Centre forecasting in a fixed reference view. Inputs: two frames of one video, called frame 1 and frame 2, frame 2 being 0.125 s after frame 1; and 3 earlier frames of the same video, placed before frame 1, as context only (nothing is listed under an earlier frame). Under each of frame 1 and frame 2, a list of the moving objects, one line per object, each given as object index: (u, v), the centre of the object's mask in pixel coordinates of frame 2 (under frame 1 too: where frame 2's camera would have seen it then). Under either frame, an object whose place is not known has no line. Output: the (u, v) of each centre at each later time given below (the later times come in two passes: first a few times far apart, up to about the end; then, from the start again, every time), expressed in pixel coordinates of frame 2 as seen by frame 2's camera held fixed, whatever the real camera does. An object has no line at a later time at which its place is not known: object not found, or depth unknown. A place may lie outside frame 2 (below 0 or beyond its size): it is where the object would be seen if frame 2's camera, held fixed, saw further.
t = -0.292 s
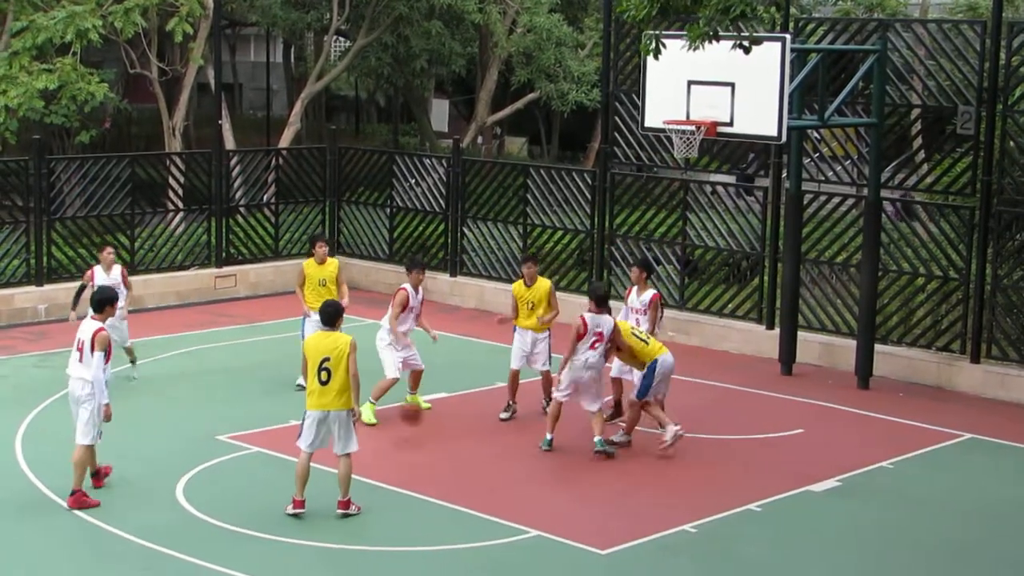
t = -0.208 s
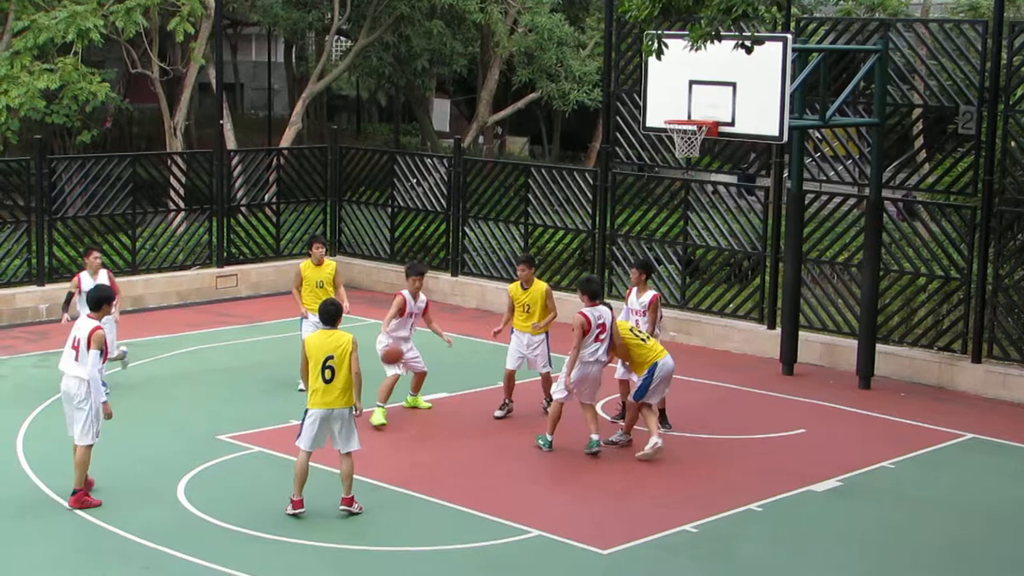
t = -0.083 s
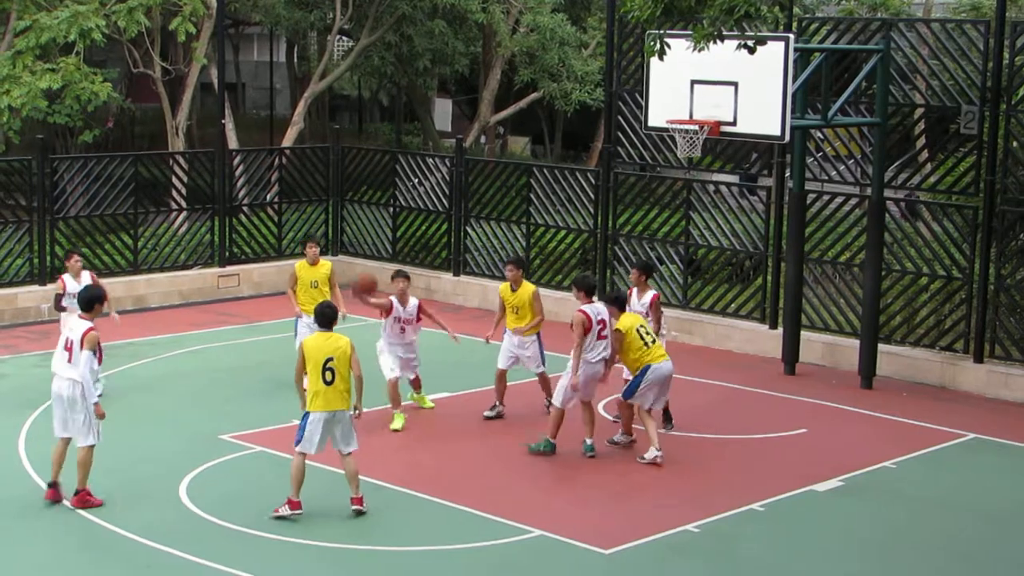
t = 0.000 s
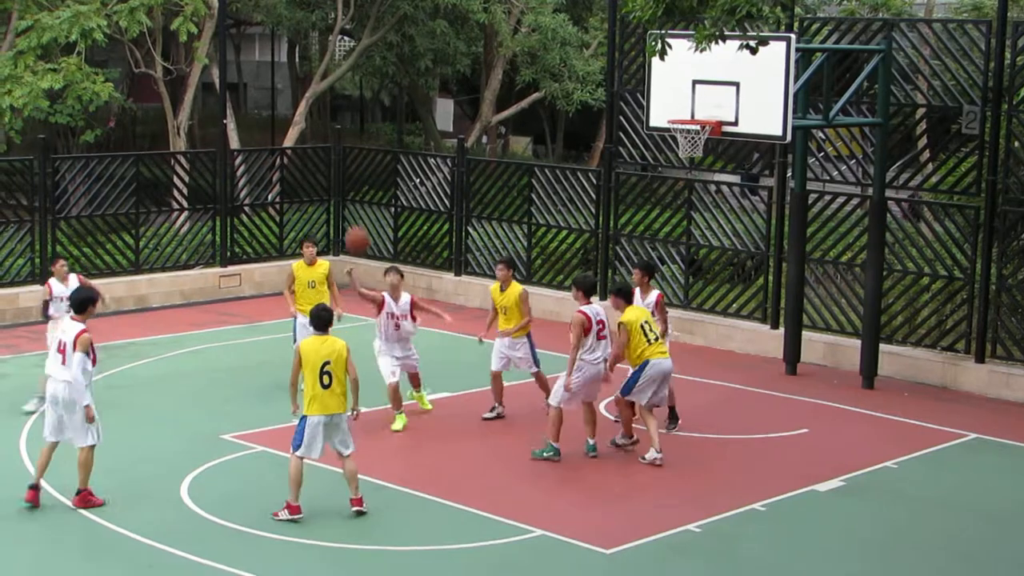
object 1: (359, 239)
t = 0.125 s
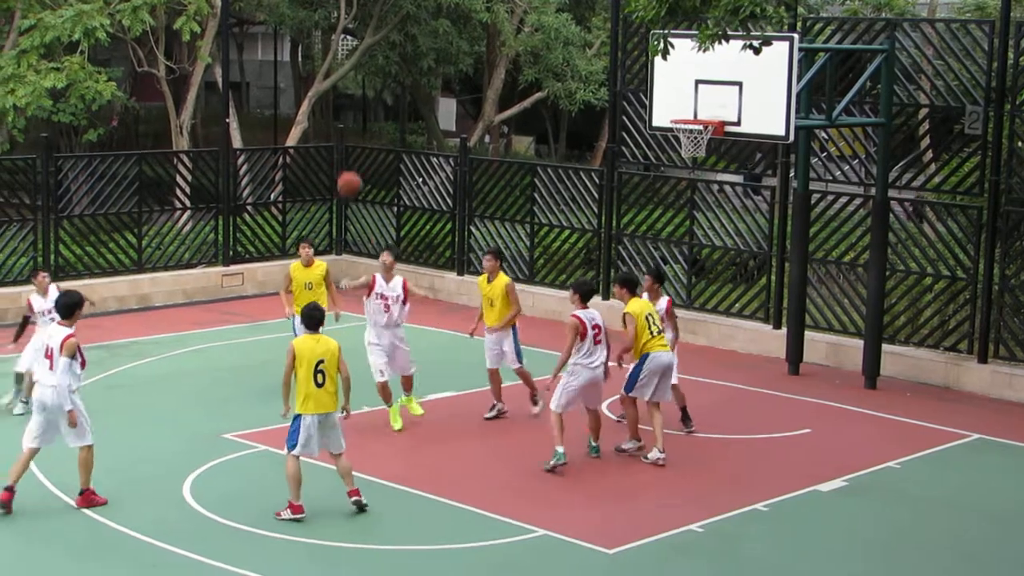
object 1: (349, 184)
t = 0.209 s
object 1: (343, 156)
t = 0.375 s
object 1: (328, 122)
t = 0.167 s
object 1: (346, 169)
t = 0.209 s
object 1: (343, 156)
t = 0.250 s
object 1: (339, 145)
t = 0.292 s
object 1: (335, 135)
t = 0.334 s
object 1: (332, 127)
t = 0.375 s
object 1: (328, 122)
